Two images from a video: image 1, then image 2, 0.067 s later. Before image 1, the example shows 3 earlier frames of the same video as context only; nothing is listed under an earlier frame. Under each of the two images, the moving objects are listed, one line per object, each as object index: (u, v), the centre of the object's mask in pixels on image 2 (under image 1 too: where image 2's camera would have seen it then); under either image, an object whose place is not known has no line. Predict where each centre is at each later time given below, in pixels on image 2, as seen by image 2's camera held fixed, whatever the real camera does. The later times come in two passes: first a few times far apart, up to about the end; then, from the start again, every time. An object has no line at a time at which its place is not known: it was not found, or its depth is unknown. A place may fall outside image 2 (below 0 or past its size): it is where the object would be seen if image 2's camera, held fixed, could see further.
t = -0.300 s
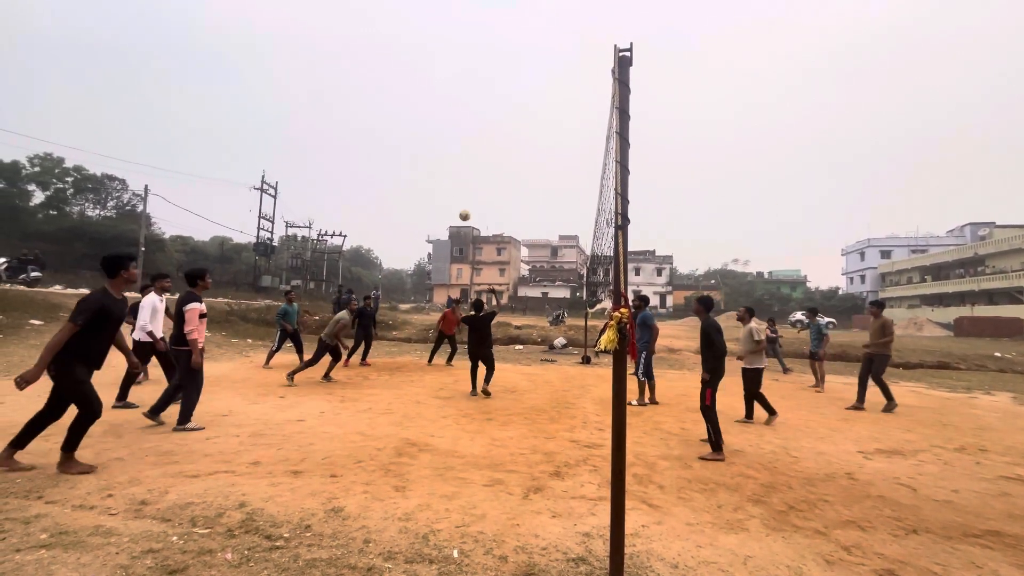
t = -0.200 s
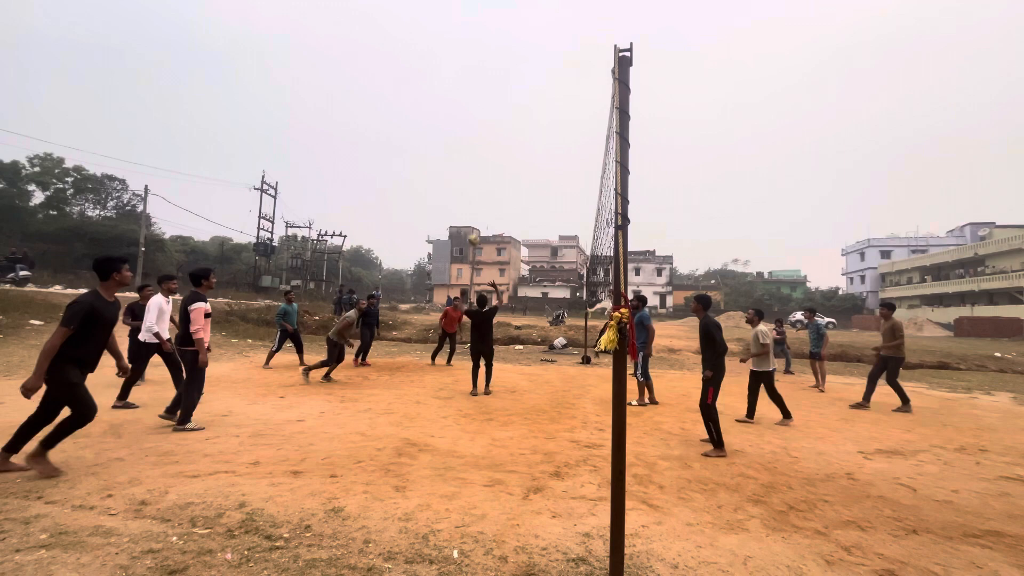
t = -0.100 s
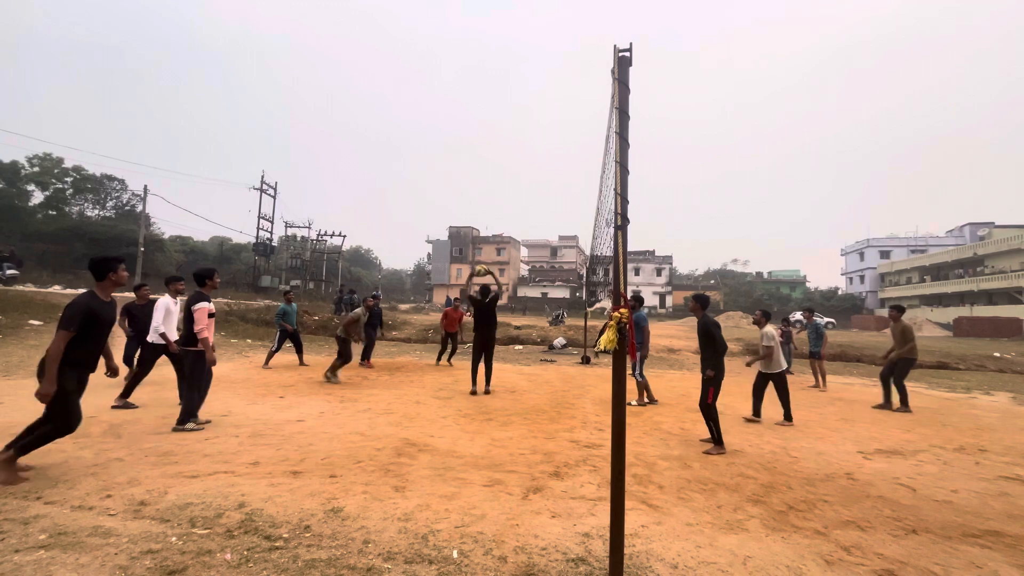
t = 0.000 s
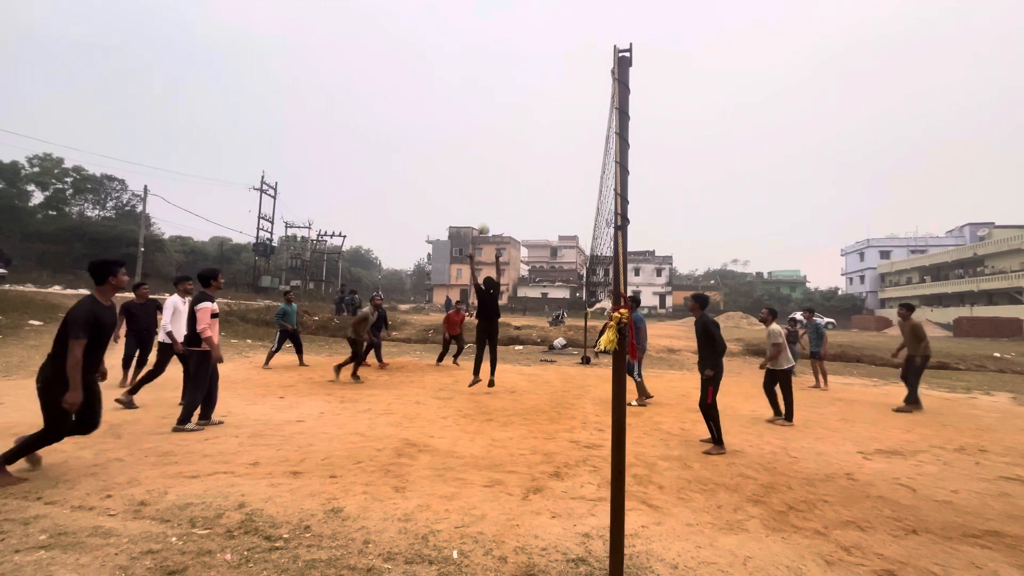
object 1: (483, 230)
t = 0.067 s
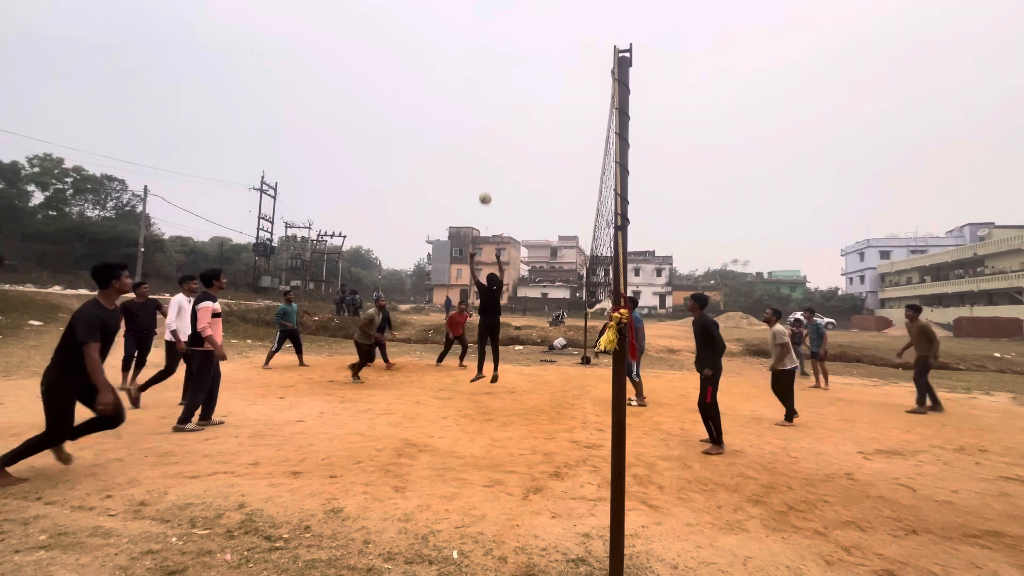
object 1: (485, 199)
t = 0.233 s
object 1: (490, 129)
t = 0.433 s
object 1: (496, 64)
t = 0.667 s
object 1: (504, 14)
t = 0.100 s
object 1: (486, 184)
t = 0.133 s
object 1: (487, 169)
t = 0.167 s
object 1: (488, 155)
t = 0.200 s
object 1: (489, 142)
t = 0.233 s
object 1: (490, 129)
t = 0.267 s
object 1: (491, 117)
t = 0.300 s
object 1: (492, 105)
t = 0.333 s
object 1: (493, 94)
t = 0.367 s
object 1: (494, 83)
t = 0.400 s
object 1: (495, 73)
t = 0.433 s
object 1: (496, 64)
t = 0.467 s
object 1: (497, 55)
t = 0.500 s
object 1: (498, 47)
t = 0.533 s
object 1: (500, 39)
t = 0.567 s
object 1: (501, 32)
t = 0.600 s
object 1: (502, 25)
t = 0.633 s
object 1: (503, 19)
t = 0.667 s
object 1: (504, 14)
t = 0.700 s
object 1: (505, 10)
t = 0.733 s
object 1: (506, 7)
